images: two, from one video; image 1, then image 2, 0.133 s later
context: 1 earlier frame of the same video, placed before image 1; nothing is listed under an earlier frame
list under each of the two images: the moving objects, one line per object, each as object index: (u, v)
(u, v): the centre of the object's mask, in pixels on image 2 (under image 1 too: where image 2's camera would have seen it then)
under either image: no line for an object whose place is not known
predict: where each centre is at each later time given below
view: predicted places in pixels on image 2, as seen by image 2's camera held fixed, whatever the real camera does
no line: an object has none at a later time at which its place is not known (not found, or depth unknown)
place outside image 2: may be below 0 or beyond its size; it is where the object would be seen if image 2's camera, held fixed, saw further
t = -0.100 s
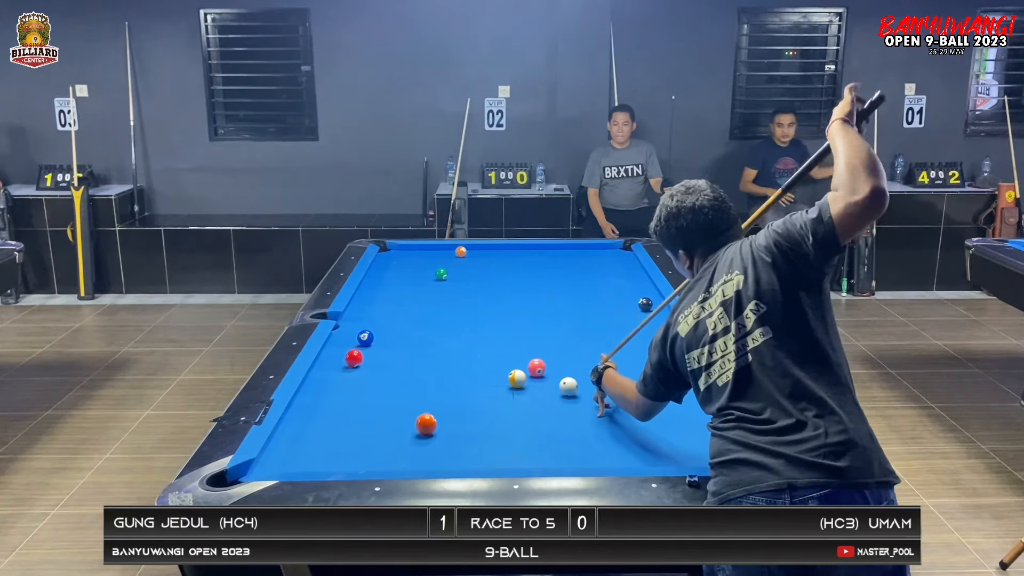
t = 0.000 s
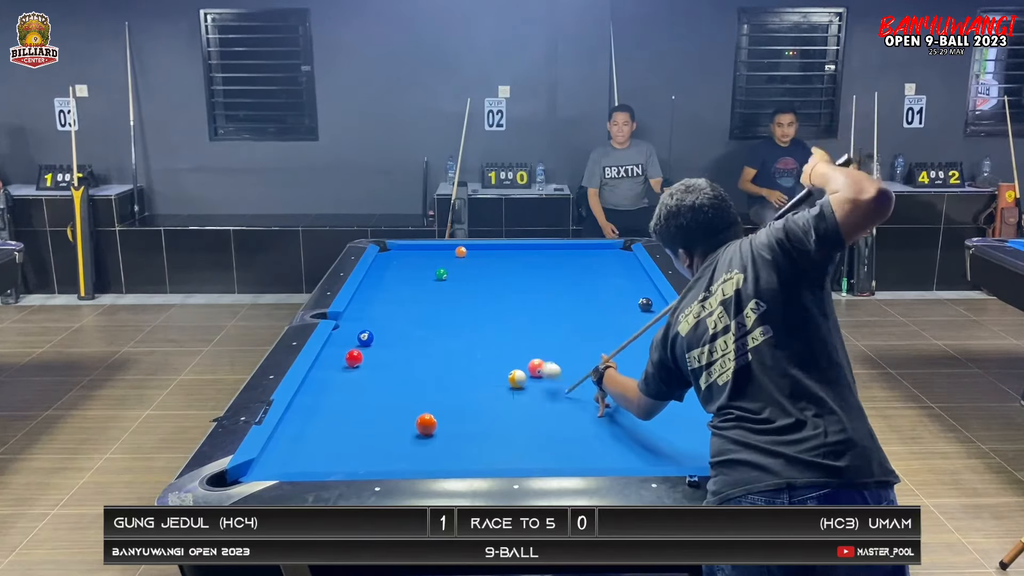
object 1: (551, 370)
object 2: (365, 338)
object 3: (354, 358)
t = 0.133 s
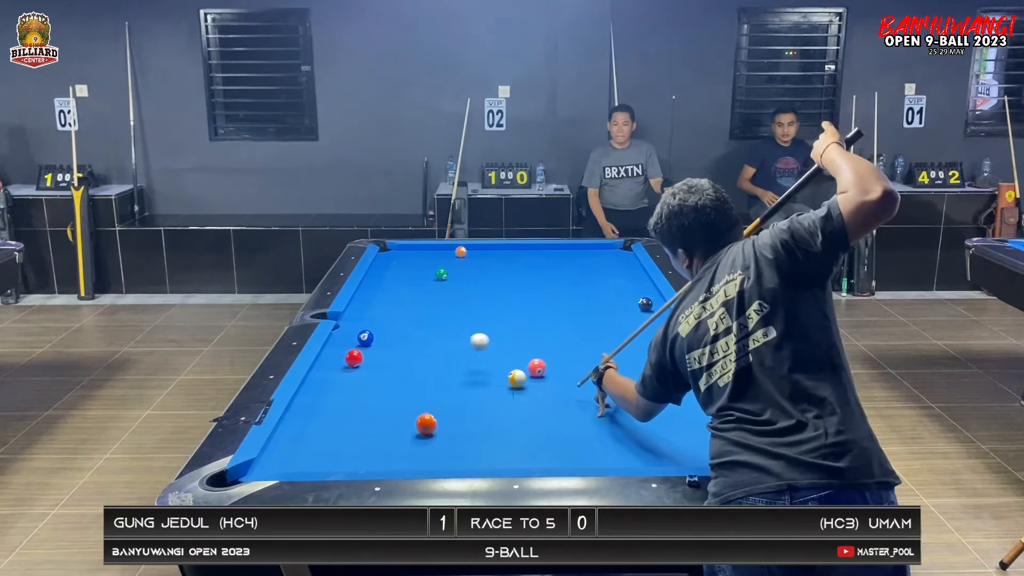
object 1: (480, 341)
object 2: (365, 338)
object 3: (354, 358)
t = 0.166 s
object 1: (463, 342)
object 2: (365, 338)
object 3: (354, 358)
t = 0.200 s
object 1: (446, 346)
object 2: (365, 338)
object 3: (354, 358)
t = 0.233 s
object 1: (431, 353)
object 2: (365, 338)
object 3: (354, 358)
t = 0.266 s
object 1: (416, 345)
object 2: (365, 338)
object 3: (354, 358)
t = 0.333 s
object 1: (389, 339)
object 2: (365, 338)
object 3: (354, 358)
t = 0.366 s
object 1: (376, 341)
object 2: (363, 337)
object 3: (354, 358)
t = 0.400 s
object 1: (373, 341)
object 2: (356, 335)
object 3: (354, 358)
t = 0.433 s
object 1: (371, 342)
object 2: (348, 331)
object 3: (354, 358)
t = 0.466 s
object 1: (369, 345)
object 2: (341, 329)
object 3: (354, 358)
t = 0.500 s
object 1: (368, 346)
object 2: (347, 326)
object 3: (354, 358)
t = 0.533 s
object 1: (367, 347)
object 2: (353, 325)
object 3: (354, 358)
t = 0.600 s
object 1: (365, 350)
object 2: (364, 322)
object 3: (354, 358)
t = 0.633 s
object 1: (364, 351)
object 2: (370, 320)
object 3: (354, 358)
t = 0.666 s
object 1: (364, 352)
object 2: (375, 319)
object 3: (353, 359)
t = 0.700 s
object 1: (364, 352)
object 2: (380, 318)
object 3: (351, 360)
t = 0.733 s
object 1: (364, 353)
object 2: (385, 317)
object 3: (349, 361)
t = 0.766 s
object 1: (364, 354)
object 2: (390, 315)
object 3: (348, 362)
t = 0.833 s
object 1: (364, 355)
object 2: (400, 313)
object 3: (345, 363)
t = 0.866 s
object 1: (365, 355)
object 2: (405, 312)
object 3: (343, 364)
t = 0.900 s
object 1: (365, 356)
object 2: (409, 310)
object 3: (342, 365)
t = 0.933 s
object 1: (365, 356)
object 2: (414, 309)
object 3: (340, 366)
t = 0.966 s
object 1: (366, 356)
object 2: (418, 308)
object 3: (339, 367)
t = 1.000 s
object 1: (366, 356)
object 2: (423, 306)
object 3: (337, 368)
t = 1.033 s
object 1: (366, 357)
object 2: (428, 305)
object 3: (336, 368)
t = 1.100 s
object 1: (367, 357)
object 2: (436, 303)
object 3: (333, 370)
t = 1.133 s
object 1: (367, 358)
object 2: (440, 302)
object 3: (331, 371)
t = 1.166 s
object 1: (368, 358)
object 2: (445, 301)
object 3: (330, 372)
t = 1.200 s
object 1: (368, 358)
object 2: (449, 300)
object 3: (328, 373)
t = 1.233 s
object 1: (368, 359)
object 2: (453, 299)
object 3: (327, 374)
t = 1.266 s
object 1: (368, 359)
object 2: (457, 298)
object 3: (325, 374)
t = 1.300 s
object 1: (369, 359)
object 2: (461, 297)
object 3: (324, 375)
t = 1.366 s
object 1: (369, 360)
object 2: (469, 295)
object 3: (321, 376)
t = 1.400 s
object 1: (370, 360)
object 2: (473, 294)
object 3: (319, 377)
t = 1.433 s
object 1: (370, 360)
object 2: (476, 293)
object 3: (317, 378)
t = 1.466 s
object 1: (370, 361)
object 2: (480, 292)
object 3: (316, 379)
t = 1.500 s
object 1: (370, 361)
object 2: (484, 291)
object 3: (315, 380)
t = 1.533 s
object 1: (371, 361)
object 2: (488, 290)
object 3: (313, 380)
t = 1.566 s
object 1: (371, 361)
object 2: (491, 289)
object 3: (312, 381)
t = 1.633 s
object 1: (371, 362)
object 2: (498, 287)
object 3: (312, 382)
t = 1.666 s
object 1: (371, 362)
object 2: (502, 286)
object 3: (312, 383)
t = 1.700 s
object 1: (372, 362)
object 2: (506, 285)
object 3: (313, 383)
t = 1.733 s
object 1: (372, 362)
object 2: (509, 284)
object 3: (313, 383)
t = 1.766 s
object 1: (372, 363)
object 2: (512, 284)
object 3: (313, 384)
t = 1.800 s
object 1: (372, 363)
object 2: (516, 283)
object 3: (314, 385)
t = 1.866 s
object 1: (372, 363)
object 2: (522, 281)
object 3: (314, 385)
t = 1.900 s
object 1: (372, 363)
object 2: (526, 280)
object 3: (315, 386)
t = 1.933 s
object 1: (373, 363)
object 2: (529, 279)
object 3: (315, 386)
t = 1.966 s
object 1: (373, 364)
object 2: (532, 279)
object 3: (316, 386)
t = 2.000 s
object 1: (373, 364)
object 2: (535, 278)
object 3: (316, 387)
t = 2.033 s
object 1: (373, 364)
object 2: (538, 277)
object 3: (316, 387)
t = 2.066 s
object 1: (373, 364)
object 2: (542, 276)
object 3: (317, 388)
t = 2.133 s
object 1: (373, 364)
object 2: (548, 275)
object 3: (317, 388)
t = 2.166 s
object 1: (374, 364)
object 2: (550, 274)
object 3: (318, 388)
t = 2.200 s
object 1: (374, 364)
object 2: (554, 273)
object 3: (318, 389)
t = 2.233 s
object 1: (374, 364)
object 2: (556, 272)
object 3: (318, 389)
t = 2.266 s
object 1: (374, 364)
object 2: (559, 272)
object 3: (319, 389)
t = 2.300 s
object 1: (374, 364)
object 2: (562, 271)
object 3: (319, 390)
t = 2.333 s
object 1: (374, 364)
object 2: (565, 270)
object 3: (319, 390)
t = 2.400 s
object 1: (374, 364)
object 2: (570, 269)
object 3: (320, 390)
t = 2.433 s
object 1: (374, 364)
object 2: (573, 268)
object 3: (320, 390)
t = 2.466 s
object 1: (375, 364)
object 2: (576, 267)
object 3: (321, 391)
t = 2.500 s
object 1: (375, 364)
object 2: (579, 267)
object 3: (321, 391)
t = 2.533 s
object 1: (375, 364)
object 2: (581, 266)
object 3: (321, 391)
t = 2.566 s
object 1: (374, 364)
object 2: (584, 266)
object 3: (321, 391)
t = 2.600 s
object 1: (374, 364)
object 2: (586, 265)
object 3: (322, 391)
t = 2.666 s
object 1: (374, 364)
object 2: (592, 263)
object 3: (322, 392)
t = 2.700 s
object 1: (374, 364)
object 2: (594, 263)
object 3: (322, 392)
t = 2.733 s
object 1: (374, 364)
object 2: (597, 262)
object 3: (322, 392)
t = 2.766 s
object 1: (374, 364)
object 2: (599, 262)
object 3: (323, 392)
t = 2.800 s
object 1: (374, 364)
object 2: (602, 261)
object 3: (323, 392)
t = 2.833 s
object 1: (374, 364)
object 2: (604, 261)
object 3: (323, 392)
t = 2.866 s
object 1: (374, 364)
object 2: (607, 260)
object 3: (323, 392)
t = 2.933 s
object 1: (374, 364)
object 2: (612, 258)
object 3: (323, 393)
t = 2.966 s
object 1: (374, 364)
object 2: (614, 258)
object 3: (323, 393)
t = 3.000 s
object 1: (374, 364)
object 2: (616, 258)
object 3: (323, 393)
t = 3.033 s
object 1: (374, 364)
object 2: (619, 257)
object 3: (323, 393)
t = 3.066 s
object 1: (374, 364)
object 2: (621, 256)
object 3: (323, 393)
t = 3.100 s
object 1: (374, 364)
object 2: (623, 256)
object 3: (323, 393)
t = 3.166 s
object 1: (374, 365)
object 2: (628, 255)
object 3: (323, 393)
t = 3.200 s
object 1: (374, 364)
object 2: (629, 254)
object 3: (323, 393)
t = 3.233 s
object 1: (374, 364)
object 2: (628, 254)
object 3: (323, 393)
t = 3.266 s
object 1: (374, 364)
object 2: (627, 254)
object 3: (323, 393)
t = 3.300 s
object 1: (374, 364)
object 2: (625, 254)
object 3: (323, 393)
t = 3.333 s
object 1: (374, 365)
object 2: (624, 254)
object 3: (323, 393)
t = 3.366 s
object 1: (374, 365)
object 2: (623, 254)
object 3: (323, 393)
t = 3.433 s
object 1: (374, 365)
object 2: (620, 254)
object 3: (323, 393)
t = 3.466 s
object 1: (374, 364)
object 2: (619, 254)
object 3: (323, 393)
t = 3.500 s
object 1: (374, 365)
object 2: (618, 254)
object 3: (323, 393)
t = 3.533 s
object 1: (374, 364)
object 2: (616, 253)
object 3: (323, 393)
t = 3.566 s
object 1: (374, 364)
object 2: (615, 253)
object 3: (323, 393)
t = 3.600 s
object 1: (374, 364)
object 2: (614, 253)
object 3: (323, 393)
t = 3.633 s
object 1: (374, 364)
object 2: (613, 252)
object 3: (323, 393)
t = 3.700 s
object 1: (374, 364)
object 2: (611, 252)
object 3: (323, 393)
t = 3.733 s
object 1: (374, 365)
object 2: (609, 252)
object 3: (323, 393)
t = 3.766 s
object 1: (374, 365)
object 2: (608, 252)
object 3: (323, 393)
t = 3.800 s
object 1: (374, 364)
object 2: (608, 252)
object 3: (323, 393)
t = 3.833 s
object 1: (374, 365)
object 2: (607, 252)
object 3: (323, 393)
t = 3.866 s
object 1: (374, 365)
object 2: (606, 252)
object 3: (323, 393)
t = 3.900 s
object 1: (374, 365)
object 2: (605, 252)
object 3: (323, 393)
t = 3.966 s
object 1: (374, 365)
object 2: (603, 252)
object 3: (323, 393)
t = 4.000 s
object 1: (374, 365)
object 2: (602, 252)
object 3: (323, 393)
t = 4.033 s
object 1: (374, 365)
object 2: (602, 252)
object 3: (323, 393)
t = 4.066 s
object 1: (374, 365)
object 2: (601, 252)
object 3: (323, 393)
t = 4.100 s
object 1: (374, 365)
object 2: (599, 252)
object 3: (323, 393)
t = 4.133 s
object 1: (374, 365)
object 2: (599, 252)
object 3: (323, 393)
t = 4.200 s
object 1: (374, 365)
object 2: (597, 251)
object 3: (323, 393)
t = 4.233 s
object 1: (374, 365)
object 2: (596, 251)
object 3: (323, 393)
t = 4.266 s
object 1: (374, 365)
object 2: (595, 251)
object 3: (323, 393)
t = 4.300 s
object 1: (374, 365)
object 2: (595, 252)
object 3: (323, 393)
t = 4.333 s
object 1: (374, 365)
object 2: (594, 251)
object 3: (323, 393)
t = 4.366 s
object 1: (374, 365)
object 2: (593, 251)
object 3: (323, 393)
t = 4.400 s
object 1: (374, 365)
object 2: (592, 251)
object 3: (323, 393)
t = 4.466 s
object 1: (374, 365)
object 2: (591, 251)
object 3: (323, 393)
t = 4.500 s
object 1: (374, 365)
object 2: (590, 251)
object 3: (323, 393)
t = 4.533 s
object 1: (374, 365)
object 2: (590, 251)
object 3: (323, 393)
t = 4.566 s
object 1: (374, 365)
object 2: (589, 250)
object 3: (323, 393)
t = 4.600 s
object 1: (374, 365)
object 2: (589, 250)
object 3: (323, 393)
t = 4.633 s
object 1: (374, 364)
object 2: (588, 250)
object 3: (323, 393)
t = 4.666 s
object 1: (374, 365)
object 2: (587, 250)
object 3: (323, 393)
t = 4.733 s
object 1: (374, 364)
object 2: (586, 250)
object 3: (323, 393)
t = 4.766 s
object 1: (374, 365)
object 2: (586, 250)
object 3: (323, 393)
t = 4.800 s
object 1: (374, 365)
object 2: (585, 249)
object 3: (323, 393)
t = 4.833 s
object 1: (374, 365)
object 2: (585, 249)
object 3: (323, 393)
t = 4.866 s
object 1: (374, 364)
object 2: (584, 249)
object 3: (323, 393)
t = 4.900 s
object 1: (374, 365)
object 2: (584, 249)
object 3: (323, 393)
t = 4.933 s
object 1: (374, 365)
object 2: (583, 249)
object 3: (323, 393)
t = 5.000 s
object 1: (374, 364)
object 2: (582, 249)
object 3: (323, 393)
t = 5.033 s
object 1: (374, 365)
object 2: (582, 249)
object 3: (323, 393)
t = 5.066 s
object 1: (374, 365)
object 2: (581, 249)
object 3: (323, 393)
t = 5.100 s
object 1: (374, 365)
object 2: (581, 249)
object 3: (323, 393)
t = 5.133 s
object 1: (374, 365)
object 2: (580, 249)
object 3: (323, 393)
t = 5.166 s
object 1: (374, 365)
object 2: (580, 249)
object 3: (323, 393)
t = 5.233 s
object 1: (374, 365)
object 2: (579, 249)
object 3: (323, 393)
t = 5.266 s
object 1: (374, 364)
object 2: (578, 249)
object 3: (323, 393)
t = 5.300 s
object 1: (374, 365)
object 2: (578, 249)
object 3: (323, 393)
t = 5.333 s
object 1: (374, 365)
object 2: (578, 249)
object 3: (323, 393)
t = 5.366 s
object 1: (374, 364)
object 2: (578, 249)
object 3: (323, 393)
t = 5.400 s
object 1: (374, 364)
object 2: (577, 249)
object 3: (323, 393)
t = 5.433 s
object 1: (374, 364)
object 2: (577, 249)
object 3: (323, 393)
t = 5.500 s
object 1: (374, 365)
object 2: (577, 249)
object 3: (323, 393)
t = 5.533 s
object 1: (374, 364)
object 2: (577, 249)
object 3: (323, 393)
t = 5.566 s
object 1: (374, 364)
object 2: (576, 249)
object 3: (323, 393)
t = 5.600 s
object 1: (374, 364)
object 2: (576, 249)
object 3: (323, 393)
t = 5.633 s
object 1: (374, 364)
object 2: (576, 249)
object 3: (323, 393)
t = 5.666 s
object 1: (374, 364)
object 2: (576, 249)
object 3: (323, 393)
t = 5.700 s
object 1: (374, 364)
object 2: (576, 249)
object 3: (323, 393)
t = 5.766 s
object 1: (374, 364)
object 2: (576, 249)
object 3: (323, 393)
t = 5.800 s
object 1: (374, 364)
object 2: (576, 249)
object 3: (323, 393)
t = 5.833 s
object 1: (374, 364)
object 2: (576, 249)
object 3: (323, 393)
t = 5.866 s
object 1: (374, 364)
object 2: (576, 249)
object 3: (323, 393)
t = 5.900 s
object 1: (374, 364)
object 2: (576, 249)
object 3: (323, 393)
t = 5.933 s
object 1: (374, 364)
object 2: (576, 249)
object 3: (323, 393)
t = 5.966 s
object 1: (374, 365)
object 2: (576, 249)
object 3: (323, 393)
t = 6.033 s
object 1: (374, 364)
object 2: (576, 249)
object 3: (323, 393)
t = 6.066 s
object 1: (374, 365)
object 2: (576, 249)
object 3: (323, 393)
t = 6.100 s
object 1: (374, 365)
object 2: (577, 248)
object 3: (323, 393)
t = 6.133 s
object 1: (374, 365)
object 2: (577, 248)
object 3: (323, 393)
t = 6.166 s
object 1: (374, 365)
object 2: (576, 249)
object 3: (323, 393)
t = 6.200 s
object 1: (374, 365)
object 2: (576, 249)
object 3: (323, 393)
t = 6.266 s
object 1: (374, 365)
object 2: (576, 249)
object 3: (323, 393)
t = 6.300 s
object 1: (374, 365)
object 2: (576, 249)
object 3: (323, 393)
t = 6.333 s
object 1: (374, 365)
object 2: (576, 248)
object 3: (323, 393)
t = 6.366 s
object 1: (374, 365)
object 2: (576, 248)
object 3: (323, 393)
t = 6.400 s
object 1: (374, 365)
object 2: (576, 248)
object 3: (323, 393)
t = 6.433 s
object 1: (374, 365)
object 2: (577, 248)
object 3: (323, 393)
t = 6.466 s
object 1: (374, 365)
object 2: (577, 248)
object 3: (323, 393)
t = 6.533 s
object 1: (374, 365)
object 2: (576, 248)
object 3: (323, 393)
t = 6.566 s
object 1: (374, 365)
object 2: (576, 248)
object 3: (323, 393)
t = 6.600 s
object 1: (374, 365)
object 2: (576, 248)
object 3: (323, 393)
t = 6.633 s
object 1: (374, 365)
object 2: (576, 248)
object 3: (323, 393)
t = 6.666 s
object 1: (374, 365)
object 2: (576, 248)
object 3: (323, 393)
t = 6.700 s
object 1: (374, 365)
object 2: (576, 248)
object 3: (323, 393)
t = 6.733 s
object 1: (374, 365)
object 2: (576, 248)
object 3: (323, 393)
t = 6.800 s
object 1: (374, 365)
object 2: (576, 248)
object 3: (323, 393)
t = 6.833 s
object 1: (374, 365)
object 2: (576, 248)
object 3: (323, 393)
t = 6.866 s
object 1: (374, 365)
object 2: (576, 248)
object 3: (323, 393)
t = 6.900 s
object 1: (374, 364)
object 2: (576, 248)
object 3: (323, 393)
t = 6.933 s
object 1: (374, 364)
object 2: (576, 248)
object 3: (323, 393)
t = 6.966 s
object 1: (374, 364)
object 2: (576, 248)
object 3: (323, 393)
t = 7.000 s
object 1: (374, 364)
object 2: (576, 248)
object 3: (323, 393)
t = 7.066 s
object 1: (374, 364)
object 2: (576, 248)
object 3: (323, 393)
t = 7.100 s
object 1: (374, 364)
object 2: (576, 248)
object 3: (323, 393)
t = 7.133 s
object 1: (374, 364)
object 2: (576, 248)
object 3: (323, 393)
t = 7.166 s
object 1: (374, 364)
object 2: (576, 248)
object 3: (323, 393)
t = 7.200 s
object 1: (374, 364)
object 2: (576, 249)
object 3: (323, 393)
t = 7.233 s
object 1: (374, 364)
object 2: (576, 248)
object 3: (323, 393)
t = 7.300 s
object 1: (374, 364)
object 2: (576, 248)
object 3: (323, 393)
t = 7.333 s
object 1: (374, 364)
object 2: (576, 248)
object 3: (323, 393)
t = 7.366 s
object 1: (374, 364)
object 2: (576, 248)
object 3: (323, 393)
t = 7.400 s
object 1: (374, 364)
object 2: (576, 248)
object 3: (323, 393)
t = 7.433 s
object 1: (374, 364)
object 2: (576, 248)
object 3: (323, 393)
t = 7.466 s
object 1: (374, 364)
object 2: (576, 248)
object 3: (323, 393)
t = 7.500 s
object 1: (374, 364)
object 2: (576, 248)
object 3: (323, 393)
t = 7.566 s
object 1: (374, 364)
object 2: (576, 248)
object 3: (323, 393)
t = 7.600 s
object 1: (374, 364)
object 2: (576, 248)
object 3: (323, 393)
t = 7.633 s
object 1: (374, 364)
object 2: (576, 248)
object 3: (323, 393)
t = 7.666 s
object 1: (374, 364)
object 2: (576, 248)
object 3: (323, 393)
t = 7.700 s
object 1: (374, 364)
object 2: (576, 248)
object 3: (323, 393)
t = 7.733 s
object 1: (374, 364)
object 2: (576, 248)
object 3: (323, 393)
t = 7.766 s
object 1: (374, 364)
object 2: (576, 248)
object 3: (323, 393)
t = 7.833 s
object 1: (374, 365)
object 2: (576, 248)
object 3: (323, 393)
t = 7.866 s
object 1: (374, 364)
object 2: (576, 248)
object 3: (323, 393)
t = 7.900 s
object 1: (374, 364)
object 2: (576, 248)
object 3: (323, 393)
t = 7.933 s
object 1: (374, 365)
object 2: (576, 248)
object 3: (323, 393)
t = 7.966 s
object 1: (374, 365)
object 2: (576, 248)
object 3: (323, 393)
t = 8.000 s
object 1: (374, 364)
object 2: (576, 248)
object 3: (323, 393)
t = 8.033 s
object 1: (374, 364)
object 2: (576, 248)
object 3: (323, 393)
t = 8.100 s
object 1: (374, 365)
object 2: (576, 248)
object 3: (323, 393)
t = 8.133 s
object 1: (374, 365)
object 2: (576, 248)
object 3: (323, 393)
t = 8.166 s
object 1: (374, 364)
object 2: (576, 248)
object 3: (323, 393)
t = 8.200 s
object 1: (374, 364)
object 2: (576, 248)
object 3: (323, 393)
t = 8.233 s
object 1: (374, 364)
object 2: (576, 248)
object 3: (323, 393)
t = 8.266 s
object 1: (374, 364)
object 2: (576, 248)
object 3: (323, 393)
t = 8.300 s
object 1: (374, 364)
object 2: (576, 248)
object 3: (323, 393)
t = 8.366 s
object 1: (374, 364)
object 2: (576, 249)
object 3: (323, 393)
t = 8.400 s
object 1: (374, 364)
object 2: (576, 249)
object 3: (323, 393)
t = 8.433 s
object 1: (374, 364)
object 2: (576, 249)
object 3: (323, 393)
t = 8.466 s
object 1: (374, 364)
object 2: (576, 249)
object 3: (323, 393)
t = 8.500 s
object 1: (374, 364)
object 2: (576, 249)
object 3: (323, 393)
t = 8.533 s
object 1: (374, 364)
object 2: (576, 248)
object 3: (323, 393)
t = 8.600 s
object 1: (374, 364)
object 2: (576, 249)
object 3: (323, 393)
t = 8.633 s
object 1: (374, 365)
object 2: (576, 249)
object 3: (323, 393)
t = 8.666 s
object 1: (374, 365)
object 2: (576, 249)
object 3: (323, 393)
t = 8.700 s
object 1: (374, 364)
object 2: (576, 249)
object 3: (323, 393)
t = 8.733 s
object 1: (374, 365)
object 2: (576, 249)
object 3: (323, 393)
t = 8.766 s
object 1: (374, 364)
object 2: (576, 249)
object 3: (323, 393)
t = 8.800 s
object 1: (374, 364)
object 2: (576, 249)
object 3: (323, 393)
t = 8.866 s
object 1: (374, 365)
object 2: (576, 249)
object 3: (323, 393)
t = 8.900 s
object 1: (374, 365)
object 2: (576, 249)
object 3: (323, 393)
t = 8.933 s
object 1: (374, 364)
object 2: (576, 249)
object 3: (323, 393)
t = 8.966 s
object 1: (374, 365)
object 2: (576, 249)
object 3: (323, 393)
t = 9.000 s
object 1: (374, 365)
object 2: (576, 249)
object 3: (323, 393)
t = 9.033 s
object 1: (374, 365)
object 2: (576, 249)
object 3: (323, 393)
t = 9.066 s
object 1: (374, 365)
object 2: (576, 249)
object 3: (323, 393)
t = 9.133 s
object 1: (374, 364)
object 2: (576, 248)
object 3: (323, 393)
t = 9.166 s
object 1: (374, 365)
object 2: (576, 249)
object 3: (323, 393)
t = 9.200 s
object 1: (374, 365)
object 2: (576, 249)
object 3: (323, 393)
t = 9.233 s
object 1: (374, 365)
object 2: (576, 249)
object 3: (323, 393)
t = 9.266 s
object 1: (374, 365)
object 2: (576, 249)
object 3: (323, 393)
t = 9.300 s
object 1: (374, 365)
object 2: (576, 249)
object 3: (323, 393)
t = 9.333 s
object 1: (374, 365)
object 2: (576, 248)
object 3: (323, 393)
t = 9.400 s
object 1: (374, 365)
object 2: (576, 248)
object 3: (323, 393)
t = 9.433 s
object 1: (374, 365)
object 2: (576, 248)
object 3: (323, 393)
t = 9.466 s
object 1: (374, 365)
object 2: (576, 248)
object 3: (323, 393)
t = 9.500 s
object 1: (374, 365)
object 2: (576, 249)
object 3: (323, 393)
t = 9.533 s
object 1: (374, 365)
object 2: (576, 249)
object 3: (323, 393)
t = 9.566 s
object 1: (374, 365)
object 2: (576, 248)
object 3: (323, 393)
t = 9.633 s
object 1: (374, 365)
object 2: (576, 248)
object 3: (323, 393)
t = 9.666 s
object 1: (374, 365)
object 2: (576, 248)
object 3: (323, 393)
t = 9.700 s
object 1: (374, 365)
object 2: (576, 248)
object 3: (323, 393)
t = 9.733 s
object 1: (374, 364)
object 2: (576, 248)
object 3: (323, 393)
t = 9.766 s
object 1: (374, 364)
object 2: (576, 248)
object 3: (323, 393)
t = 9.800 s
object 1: (374, 365)
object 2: (576, 248)
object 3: (323, 393)
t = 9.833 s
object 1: (374, 364)
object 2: (576, 248)
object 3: (323, 393)
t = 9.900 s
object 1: (374, 365)
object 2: (576, 248)
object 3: (323, 393)
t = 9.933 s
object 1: (374, 365)
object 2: (576, 248)
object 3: (323, 393)
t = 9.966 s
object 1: (374, 365)
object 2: (576, 248)
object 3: (323, 393)
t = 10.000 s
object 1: (374, 364)
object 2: (576, 248)
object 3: (323, 393)
